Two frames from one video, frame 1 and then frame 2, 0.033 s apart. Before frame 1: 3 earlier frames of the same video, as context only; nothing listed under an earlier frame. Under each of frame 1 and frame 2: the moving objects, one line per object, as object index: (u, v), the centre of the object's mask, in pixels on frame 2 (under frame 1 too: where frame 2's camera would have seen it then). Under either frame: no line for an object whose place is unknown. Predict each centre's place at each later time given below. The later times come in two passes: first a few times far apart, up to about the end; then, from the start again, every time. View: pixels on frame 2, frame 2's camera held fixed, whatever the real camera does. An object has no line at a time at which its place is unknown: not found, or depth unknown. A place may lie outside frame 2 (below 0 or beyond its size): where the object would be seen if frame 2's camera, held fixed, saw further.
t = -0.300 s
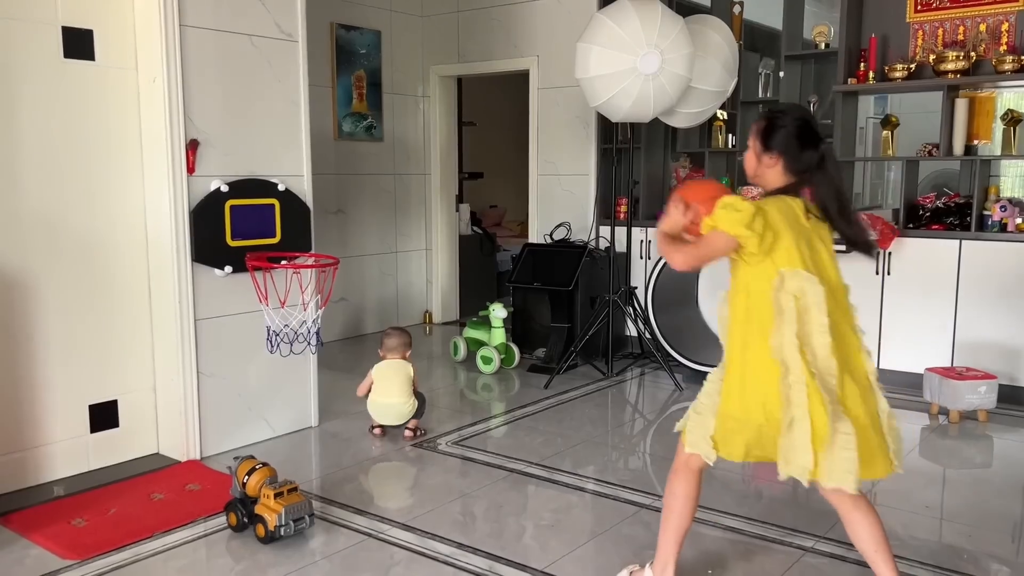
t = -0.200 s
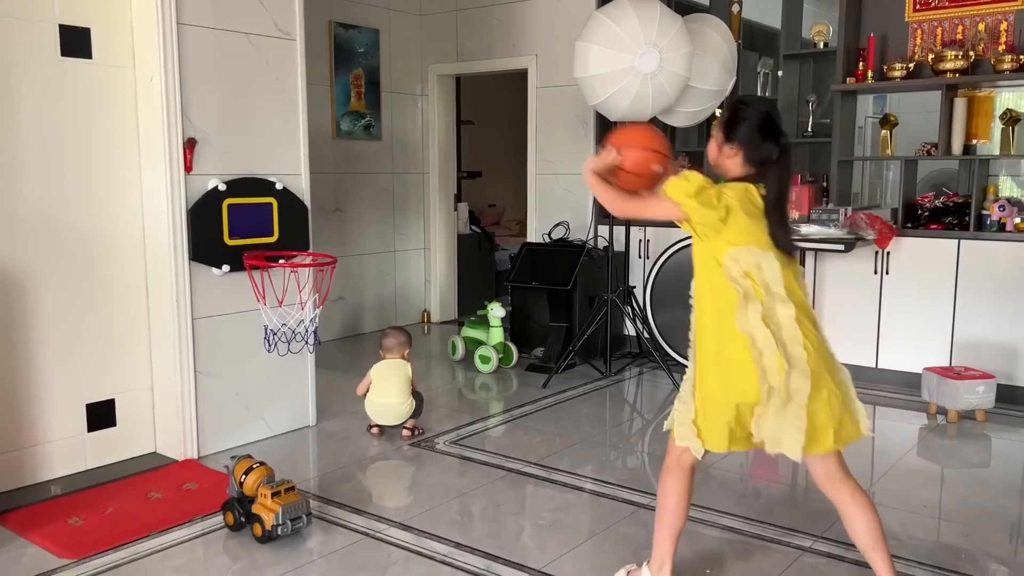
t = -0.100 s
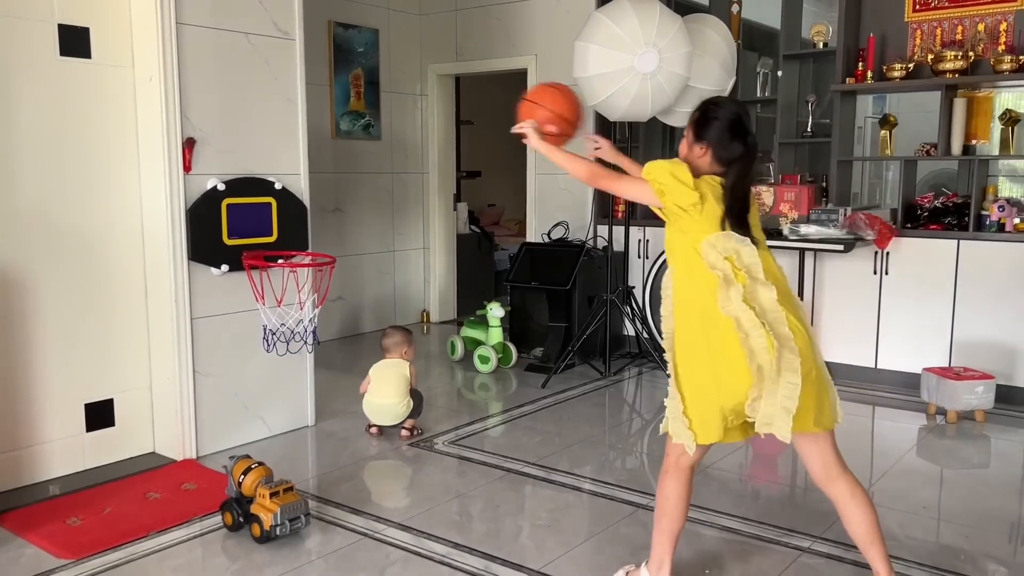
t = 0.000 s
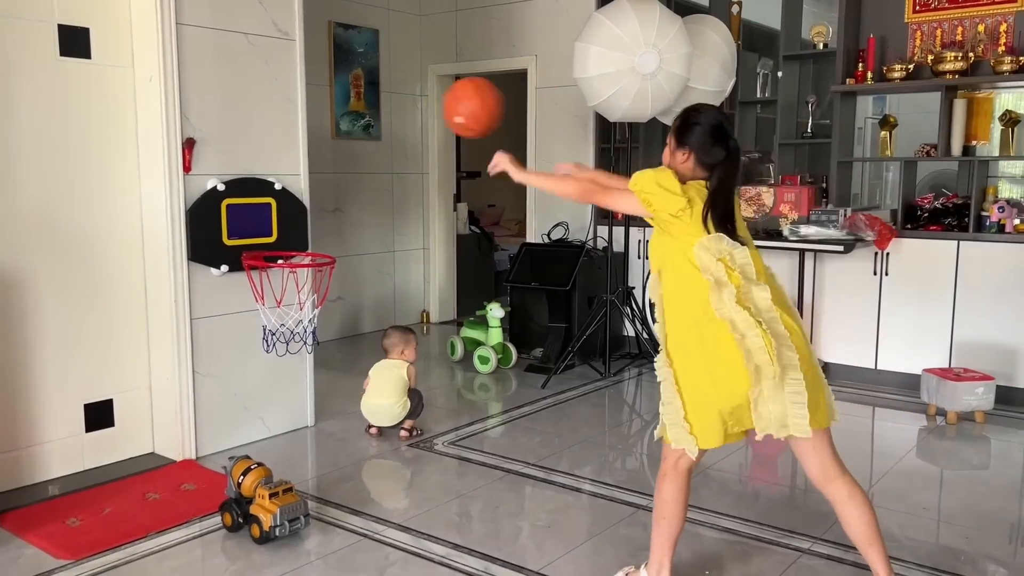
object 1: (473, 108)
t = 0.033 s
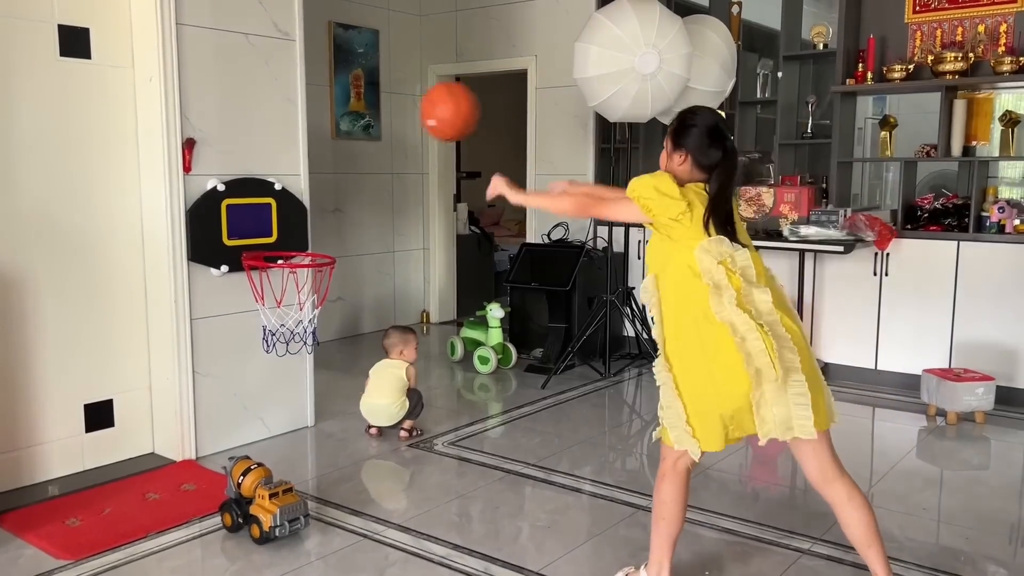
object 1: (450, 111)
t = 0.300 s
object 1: (298, 228)
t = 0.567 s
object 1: (302, 293)
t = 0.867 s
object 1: (311, 392)
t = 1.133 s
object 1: (341, 364)
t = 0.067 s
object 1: (427, 118)
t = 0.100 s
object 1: (405, 127)
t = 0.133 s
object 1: (385, 139)
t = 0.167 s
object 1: (366, 153)
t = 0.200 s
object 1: (348, 169)
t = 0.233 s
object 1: (331, 186)
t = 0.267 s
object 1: (314, 207)
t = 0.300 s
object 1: (298, 228)
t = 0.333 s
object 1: (284, 245)
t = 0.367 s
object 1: (279, 252)
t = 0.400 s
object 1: (273, 259)
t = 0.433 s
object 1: (280, 265)
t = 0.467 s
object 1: (289, 272)
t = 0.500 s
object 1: (297, 279)
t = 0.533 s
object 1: (300, 286)
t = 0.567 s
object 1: (302, 293)
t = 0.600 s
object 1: (303, 302)
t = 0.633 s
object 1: (304, 314)
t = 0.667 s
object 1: (306, 327)
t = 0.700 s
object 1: (308, 342)
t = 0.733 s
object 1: (309, 359)
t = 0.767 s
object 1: (311, 378)
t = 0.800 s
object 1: (313, 399)
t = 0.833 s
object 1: (314, 412)
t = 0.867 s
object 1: (311, 392)
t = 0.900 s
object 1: (314, 380)
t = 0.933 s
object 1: (318, 371)
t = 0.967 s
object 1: (321, 365)
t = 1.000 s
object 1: (325, 360)
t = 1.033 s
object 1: (329, 358)
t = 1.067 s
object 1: (333, 358)
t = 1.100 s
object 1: (337, 360)
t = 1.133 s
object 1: (341, 364)
